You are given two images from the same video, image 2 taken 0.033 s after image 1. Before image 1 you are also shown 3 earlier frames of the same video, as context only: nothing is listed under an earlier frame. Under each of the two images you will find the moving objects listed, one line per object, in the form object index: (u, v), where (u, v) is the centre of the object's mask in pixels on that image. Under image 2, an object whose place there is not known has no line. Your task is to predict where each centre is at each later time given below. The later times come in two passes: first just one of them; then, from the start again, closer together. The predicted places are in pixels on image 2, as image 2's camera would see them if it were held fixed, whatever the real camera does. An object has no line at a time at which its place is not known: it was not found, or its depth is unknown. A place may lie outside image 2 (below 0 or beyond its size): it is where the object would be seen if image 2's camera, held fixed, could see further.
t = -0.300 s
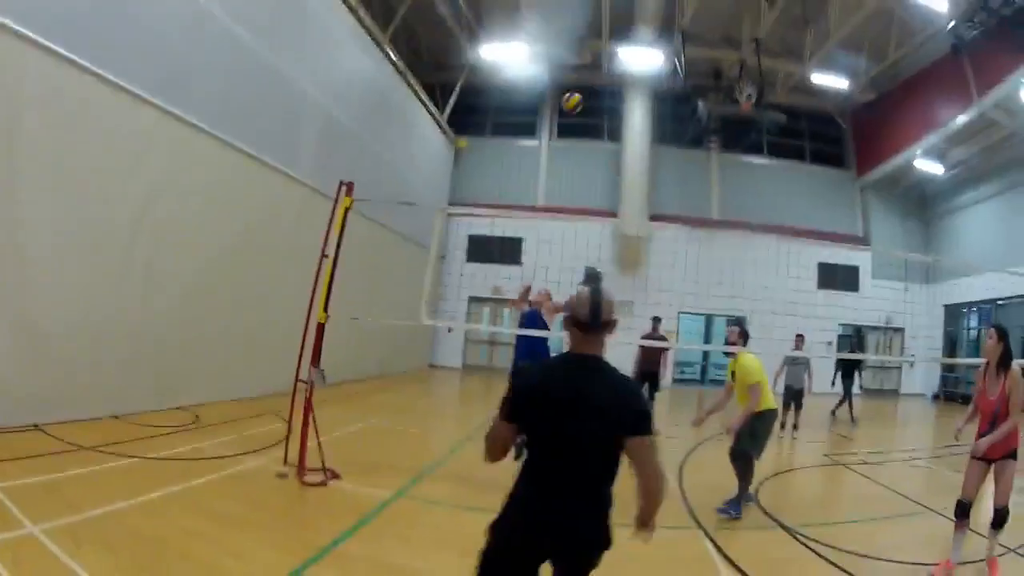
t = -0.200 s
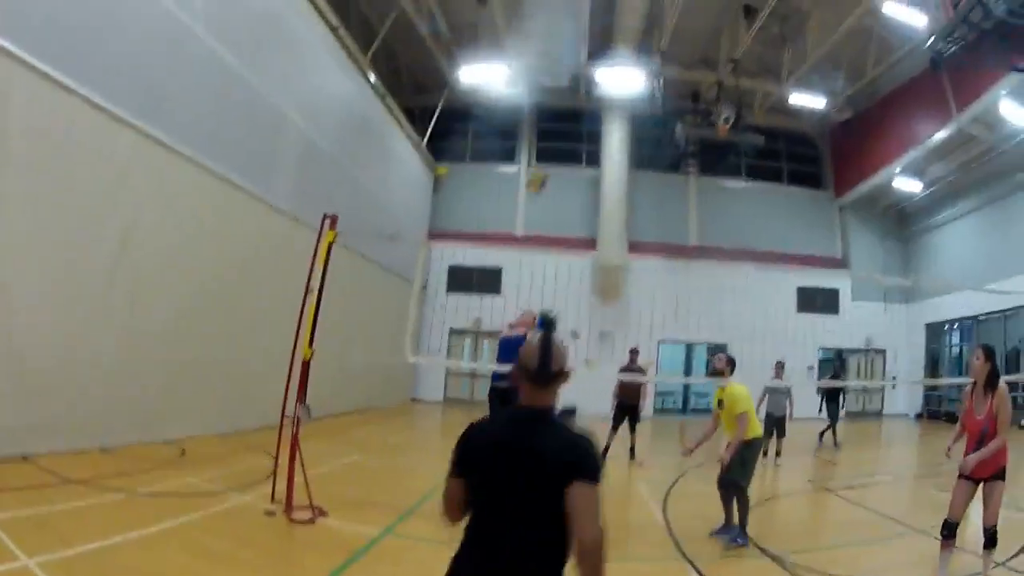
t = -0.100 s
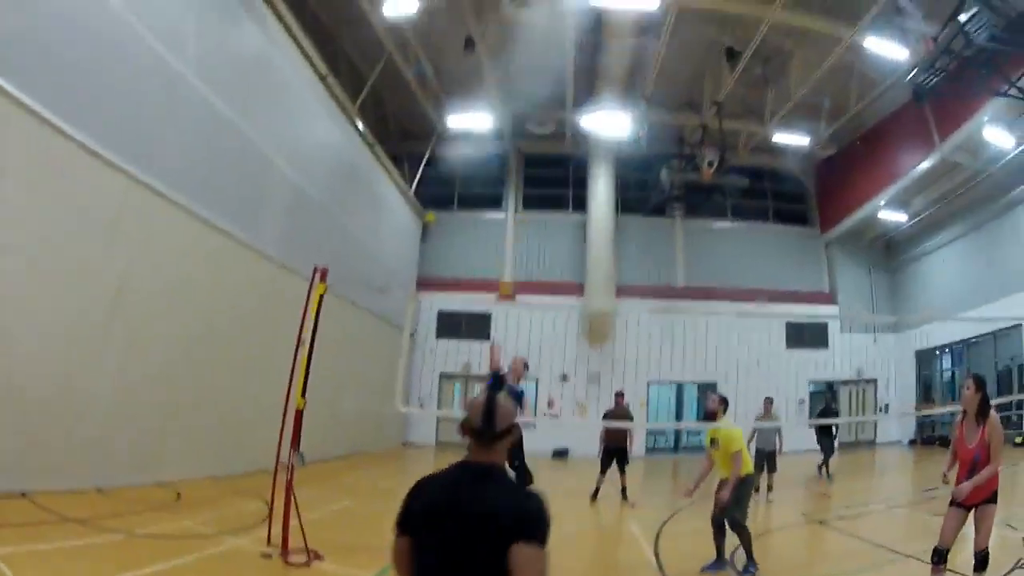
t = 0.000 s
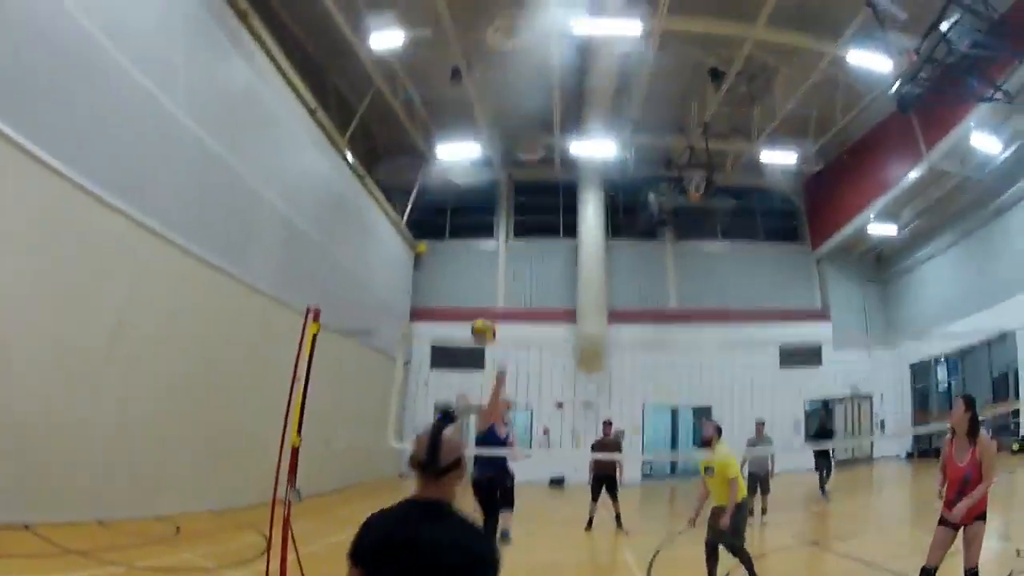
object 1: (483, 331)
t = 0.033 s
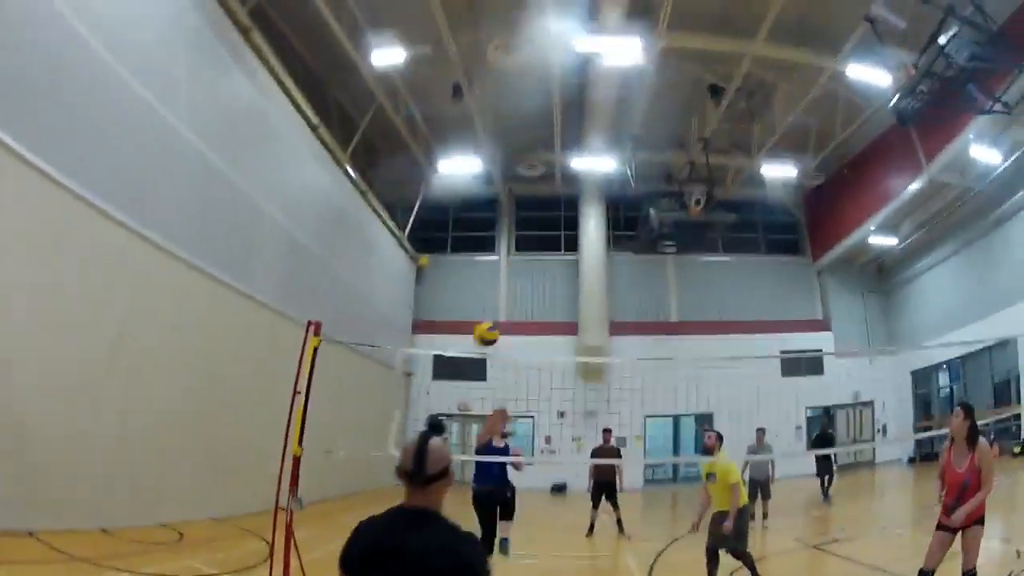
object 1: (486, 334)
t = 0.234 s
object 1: (498, 300)
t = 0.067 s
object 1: (486, 325)
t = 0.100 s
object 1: (489, 320)
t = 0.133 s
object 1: (491, 311)
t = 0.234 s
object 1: (498, 300)
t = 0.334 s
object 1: (510, 296)
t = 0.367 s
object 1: (513, 300)
